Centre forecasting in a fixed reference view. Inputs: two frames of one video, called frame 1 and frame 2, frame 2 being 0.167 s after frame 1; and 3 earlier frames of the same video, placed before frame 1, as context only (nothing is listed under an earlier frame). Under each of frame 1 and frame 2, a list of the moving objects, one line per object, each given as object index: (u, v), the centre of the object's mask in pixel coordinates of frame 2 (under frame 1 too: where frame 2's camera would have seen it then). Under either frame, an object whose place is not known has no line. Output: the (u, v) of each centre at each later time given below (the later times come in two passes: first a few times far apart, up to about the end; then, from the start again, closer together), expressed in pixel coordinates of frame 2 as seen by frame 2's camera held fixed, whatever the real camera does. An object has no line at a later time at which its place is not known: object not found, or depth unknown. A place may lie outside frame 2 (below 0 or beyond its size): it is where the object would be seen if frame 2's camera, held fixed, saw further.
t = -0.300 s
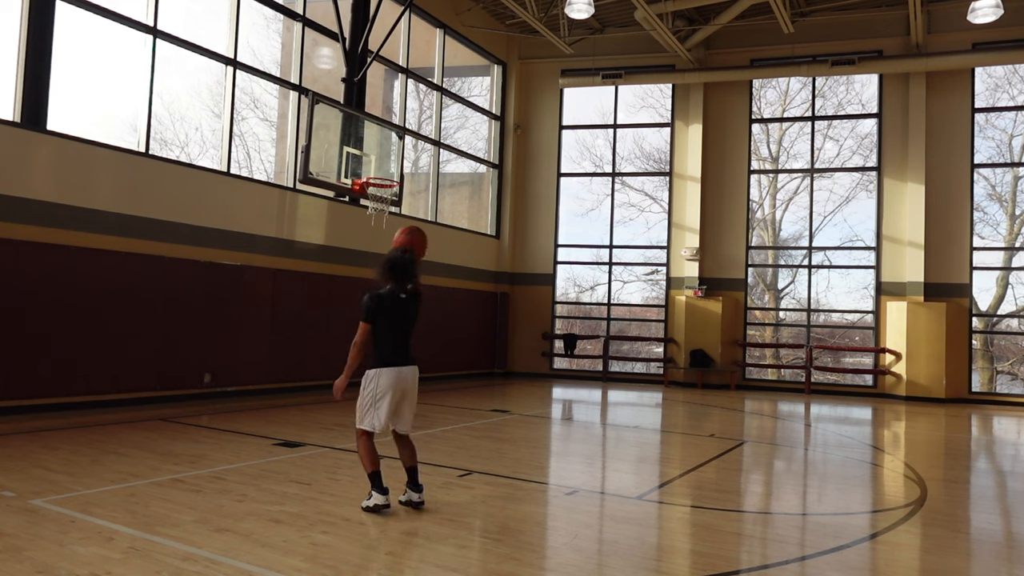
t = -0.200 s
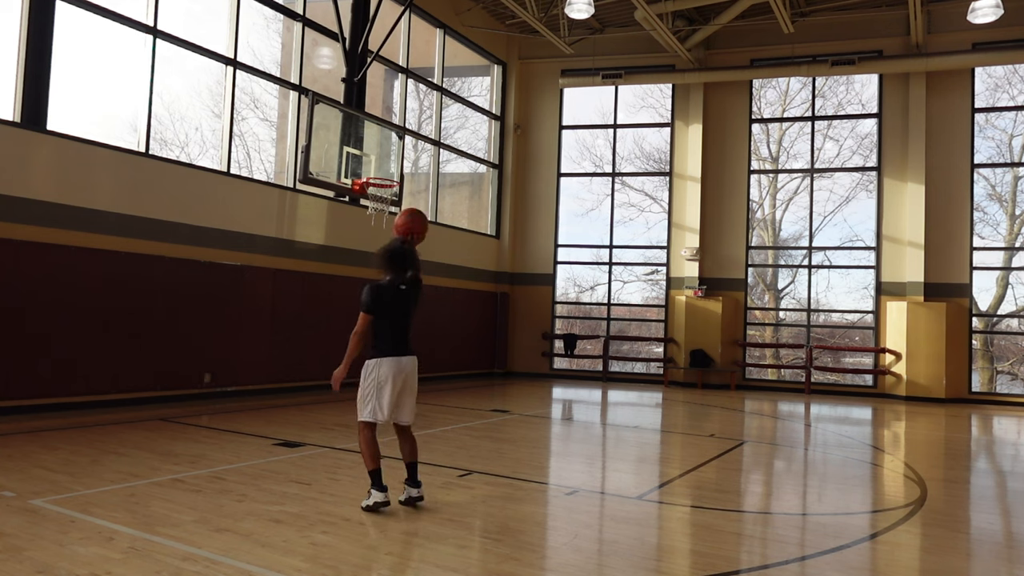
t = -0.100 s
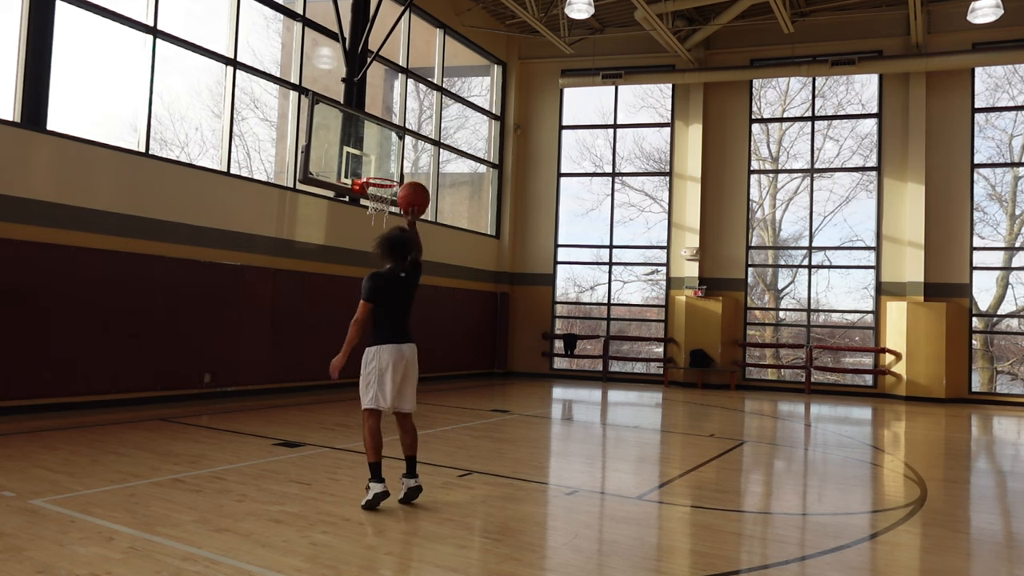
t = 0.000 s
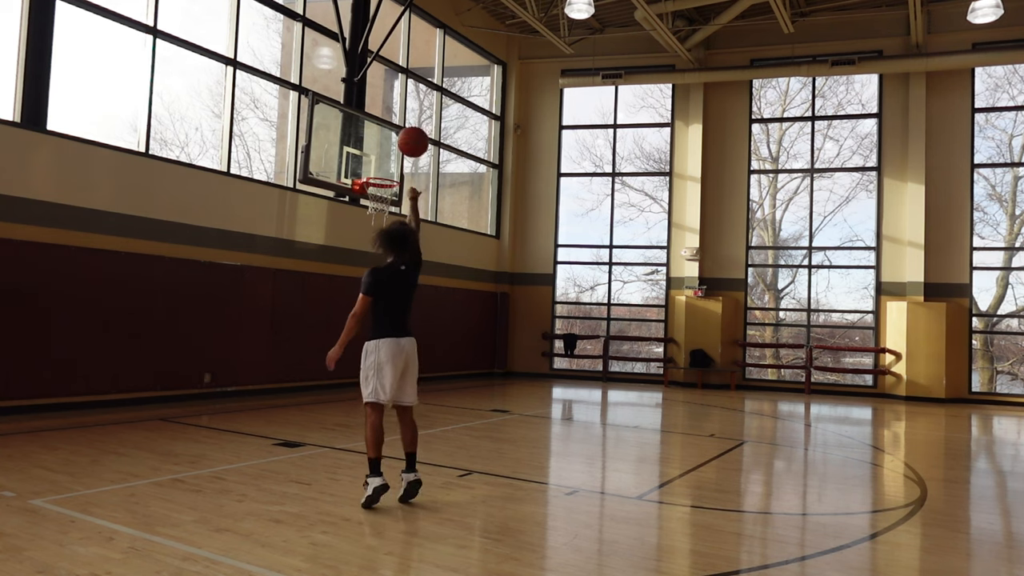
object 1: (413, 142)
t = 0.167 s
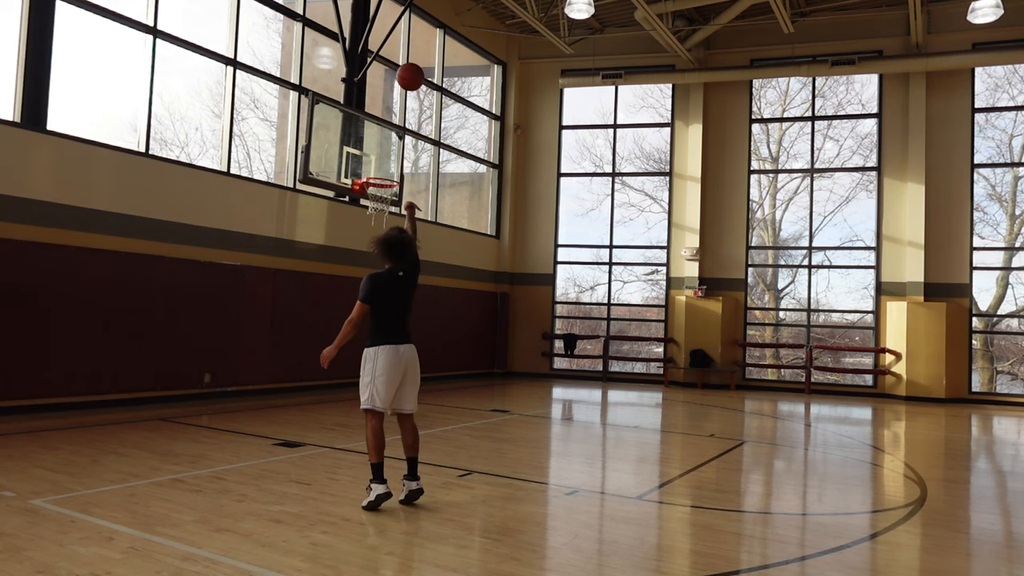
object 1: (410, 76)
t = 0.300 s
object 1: (407, 55)
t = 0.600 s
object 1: (400, 71)
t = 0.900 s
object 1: (392, 151)
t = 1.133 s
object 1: (365, 207)
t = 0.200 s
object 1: (409, 69)
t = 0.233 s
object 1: (409, 63)
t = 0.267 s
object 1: (408, 59)
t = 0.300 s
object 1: (407, 55)
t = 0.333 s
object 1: (407, 52)
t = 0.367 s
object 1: (406, 51)
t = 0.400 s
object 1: (406, 51)
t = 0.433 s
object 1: (405, 52)
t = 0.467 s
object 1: (404, 54)
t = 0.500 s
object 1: (403, 57)
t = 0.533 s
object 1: (402, 61)
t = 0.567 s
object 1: (401, 65)
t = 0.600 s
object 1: (400, 71)
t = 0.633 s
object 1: (400, 77)
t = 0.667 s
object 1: (399, 84)
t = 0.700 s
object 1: (398, 91)
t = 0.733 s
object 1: (397, 100)
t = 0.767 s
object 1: (396, 109)
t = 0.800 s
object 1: (395, 118)
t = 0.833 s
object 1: (394, 129)
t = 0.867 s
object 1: (393, 139)
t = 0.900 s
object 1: (392, 151)
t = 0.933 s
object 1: (392, 162)
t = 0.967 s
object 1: (391, 175)
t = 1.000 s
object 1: (387, 185)
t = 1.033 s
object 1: (381, 190)
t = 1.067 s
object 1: (376, 198)
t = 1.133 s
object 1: (365, 207)
